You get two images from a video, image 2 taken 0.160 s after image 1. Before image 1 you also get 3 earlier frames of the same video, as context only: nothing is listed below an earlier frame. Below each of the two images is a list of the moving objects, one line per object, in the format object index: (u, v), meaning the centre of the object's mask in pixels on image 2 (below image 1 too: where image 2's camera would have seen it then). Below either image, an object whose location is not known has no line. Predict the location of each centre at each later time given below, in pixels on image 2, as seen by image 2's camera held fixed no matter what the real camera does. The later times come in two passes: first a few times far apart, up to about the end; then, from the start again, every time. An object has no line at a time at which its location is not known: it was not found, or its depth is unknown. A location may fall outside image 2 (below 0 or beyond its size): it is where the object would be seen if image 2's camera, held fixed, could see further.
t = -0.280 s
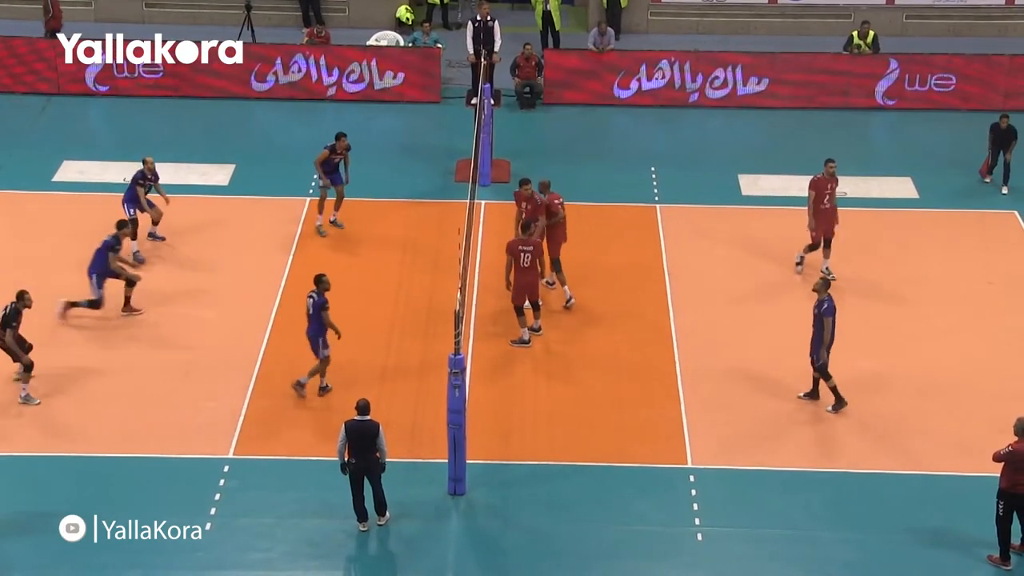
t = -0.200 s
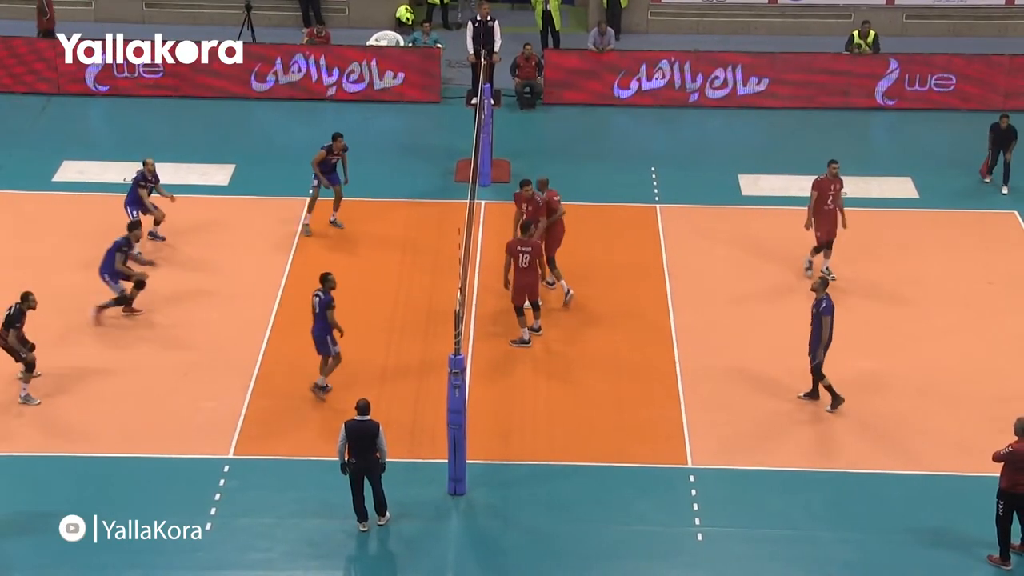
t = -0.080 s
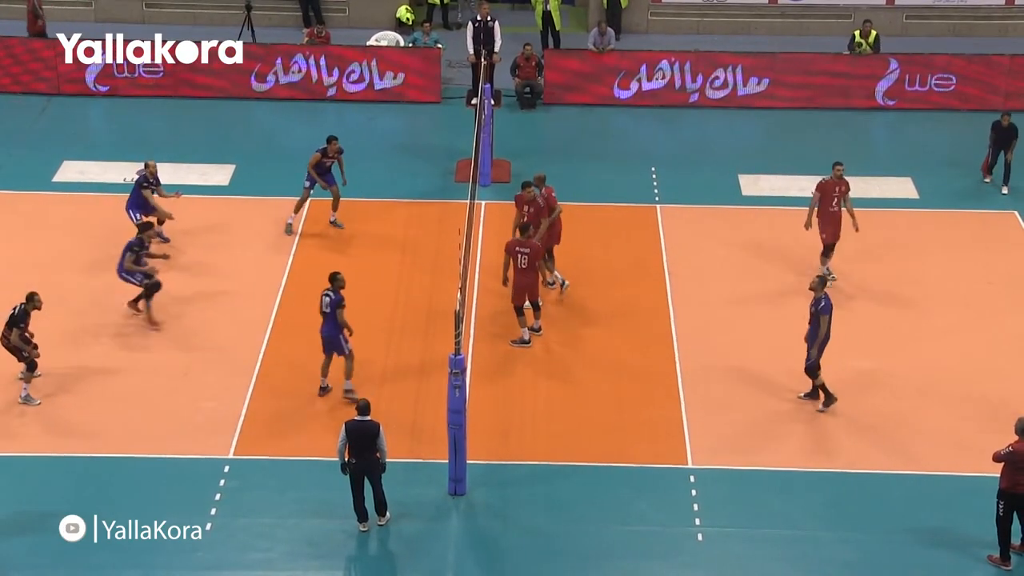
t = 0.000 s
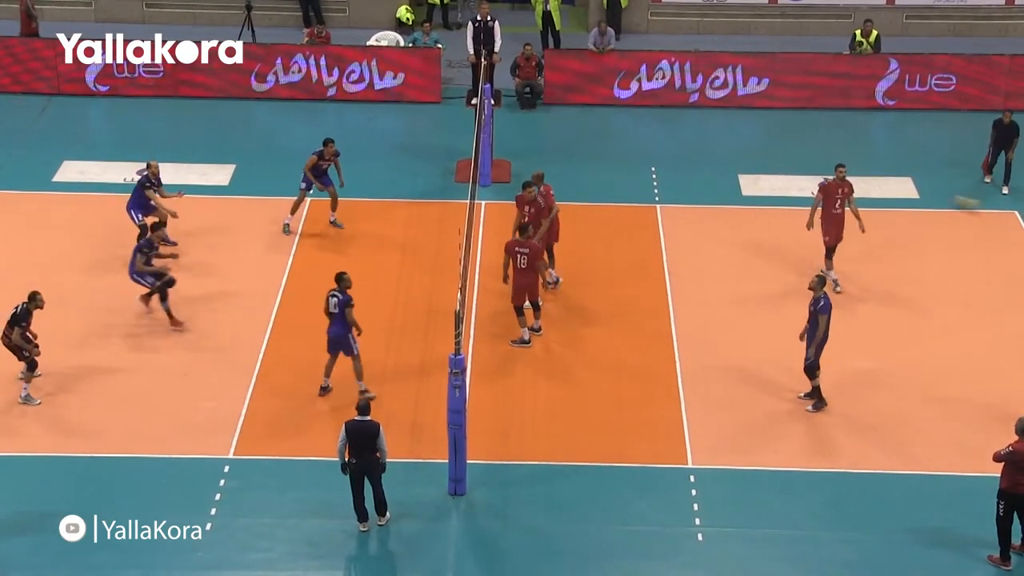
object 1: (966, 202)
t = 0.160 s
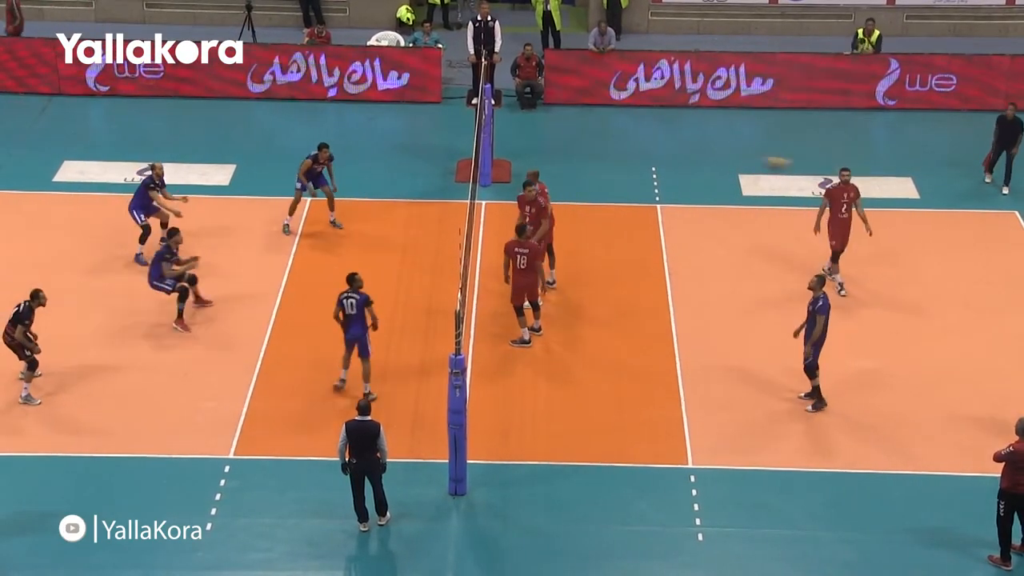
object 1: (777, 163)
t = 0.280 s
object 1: (643, 145)
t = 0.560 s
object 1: (366, 136)
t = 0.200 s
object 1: (731, 154)
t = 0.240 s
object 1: (689, 150)
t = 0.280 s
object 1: (643, 145)
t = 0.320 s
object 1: (602, 141)
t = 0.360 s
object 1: (561, 138)
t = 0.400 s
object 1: (522, 136)
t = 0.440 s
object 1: (482, 134)
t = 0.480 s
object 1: (442, 134)
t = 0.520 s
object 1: (404, 134)
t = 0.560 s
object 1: (366, 136)
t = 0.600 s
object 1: (330, 138)
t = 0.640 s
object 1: (293, 141)
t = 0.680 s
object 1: (256, 145)
